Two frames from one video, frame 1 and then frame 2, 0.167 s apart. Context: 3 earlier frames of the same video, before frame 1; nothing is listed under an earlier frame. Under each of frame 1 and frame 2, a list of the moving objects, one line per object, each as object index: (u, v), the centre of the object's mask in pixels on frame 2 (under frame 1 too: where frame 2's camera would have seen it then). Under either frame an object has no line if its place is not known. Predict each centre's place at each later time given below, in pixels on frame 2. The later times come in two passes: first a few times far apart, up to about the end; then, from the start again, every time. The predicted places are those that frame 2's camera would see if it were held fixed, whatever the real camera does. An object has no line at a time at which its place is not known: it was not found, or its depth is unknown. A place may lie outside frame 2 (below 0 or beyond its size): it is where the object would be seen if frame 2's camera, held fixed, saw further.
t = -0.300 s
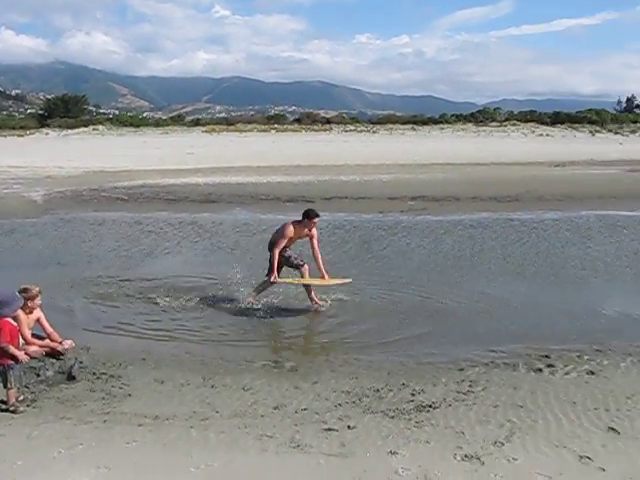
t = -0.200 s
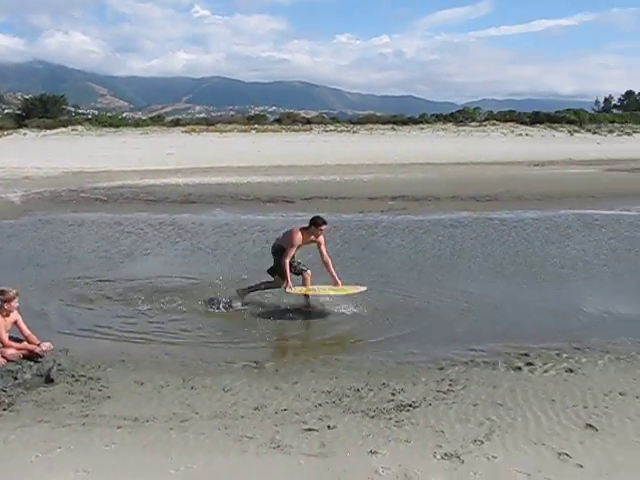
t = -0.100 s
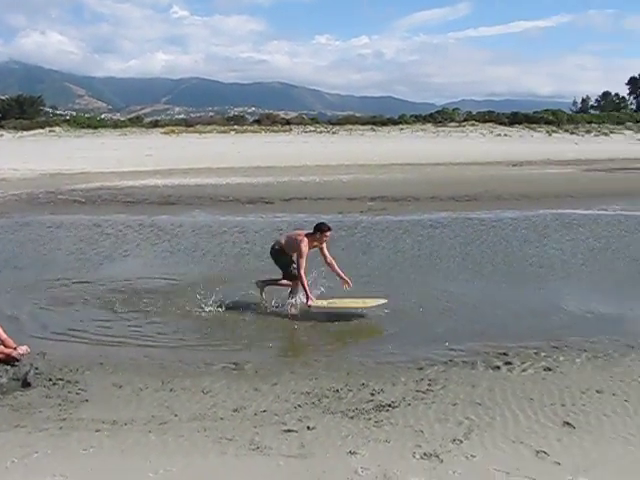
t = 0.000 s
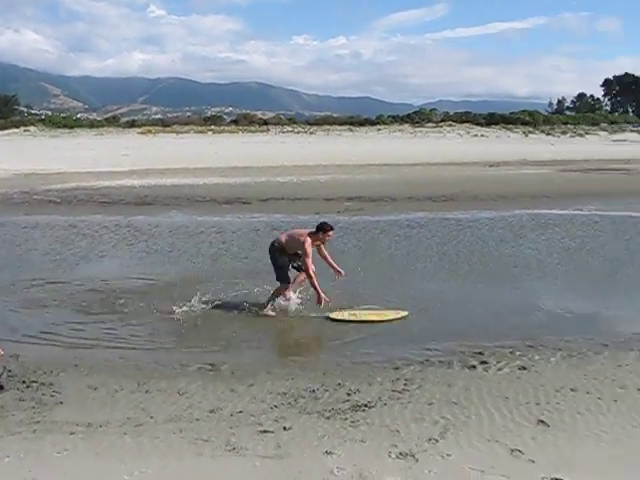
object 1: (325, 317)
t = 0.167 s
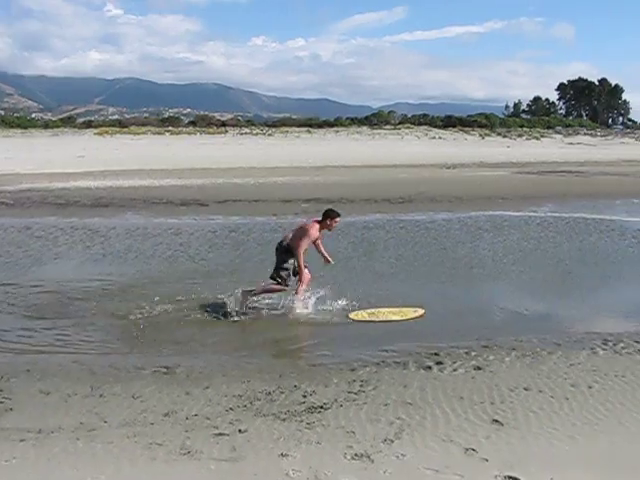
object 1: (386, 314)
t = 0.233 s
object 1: (407, 313)
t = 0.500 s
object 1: (480, 310)
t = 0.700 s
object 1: (523, 308)
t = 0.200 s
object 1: (397, 314)
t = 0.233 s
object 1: (407, 313)
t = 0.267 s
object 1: (417, 313)
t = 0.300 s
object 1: (428, 312)
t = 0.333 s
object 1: (437, 312)
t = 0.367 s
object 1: (446, 312)
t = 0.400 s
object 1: (455, 311)
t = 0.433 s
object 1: (464, 311)
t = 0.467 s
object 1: (472, 310)
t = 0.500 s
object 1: (480, 310)
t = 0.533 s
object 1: (487, 309)
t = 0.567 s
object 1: (495, 309)
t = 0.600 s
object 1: (502, 309)
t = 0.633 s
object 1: (510, 308)
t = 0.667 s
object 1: (517, 308)
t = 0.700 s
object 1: (523, 308)
